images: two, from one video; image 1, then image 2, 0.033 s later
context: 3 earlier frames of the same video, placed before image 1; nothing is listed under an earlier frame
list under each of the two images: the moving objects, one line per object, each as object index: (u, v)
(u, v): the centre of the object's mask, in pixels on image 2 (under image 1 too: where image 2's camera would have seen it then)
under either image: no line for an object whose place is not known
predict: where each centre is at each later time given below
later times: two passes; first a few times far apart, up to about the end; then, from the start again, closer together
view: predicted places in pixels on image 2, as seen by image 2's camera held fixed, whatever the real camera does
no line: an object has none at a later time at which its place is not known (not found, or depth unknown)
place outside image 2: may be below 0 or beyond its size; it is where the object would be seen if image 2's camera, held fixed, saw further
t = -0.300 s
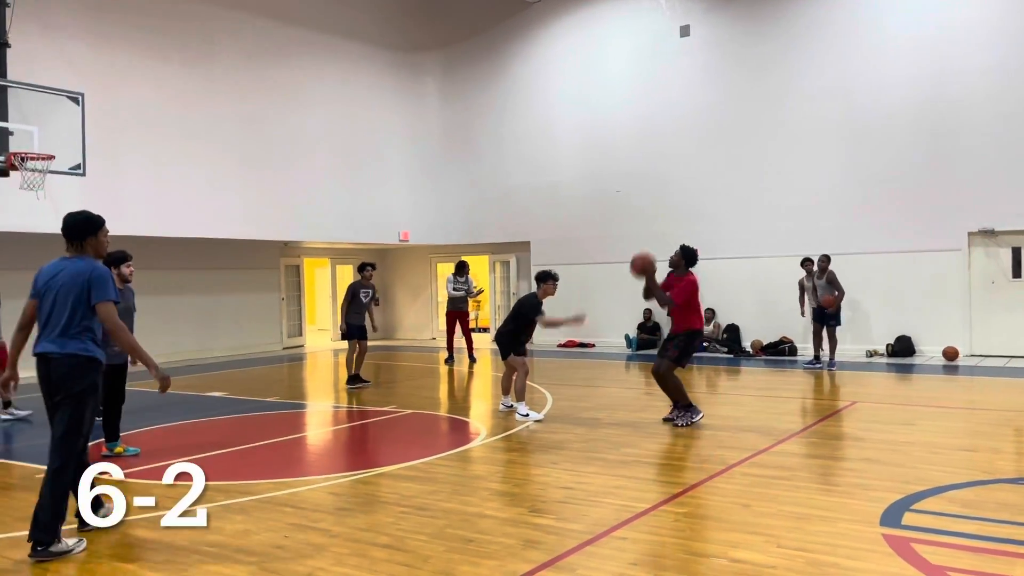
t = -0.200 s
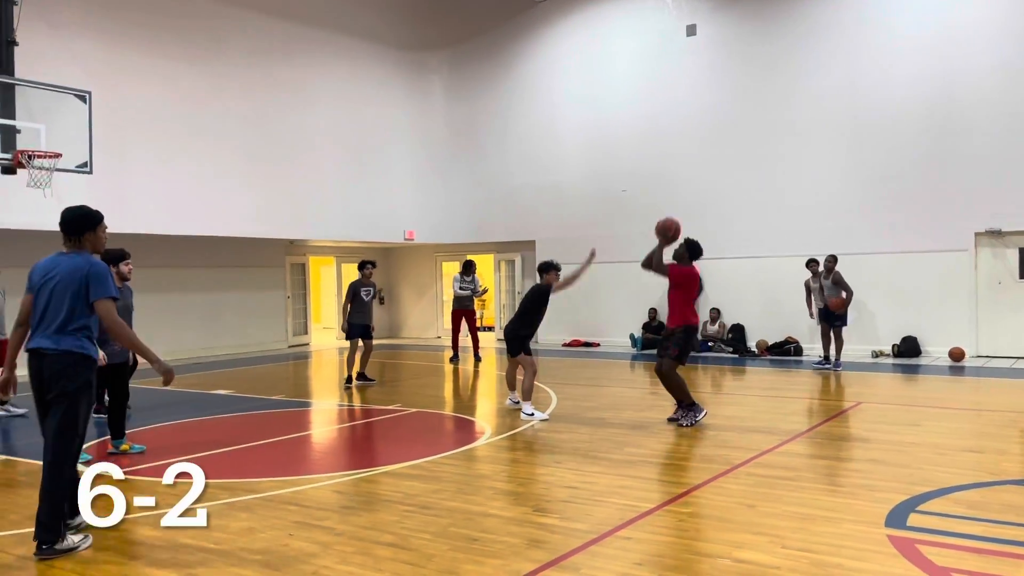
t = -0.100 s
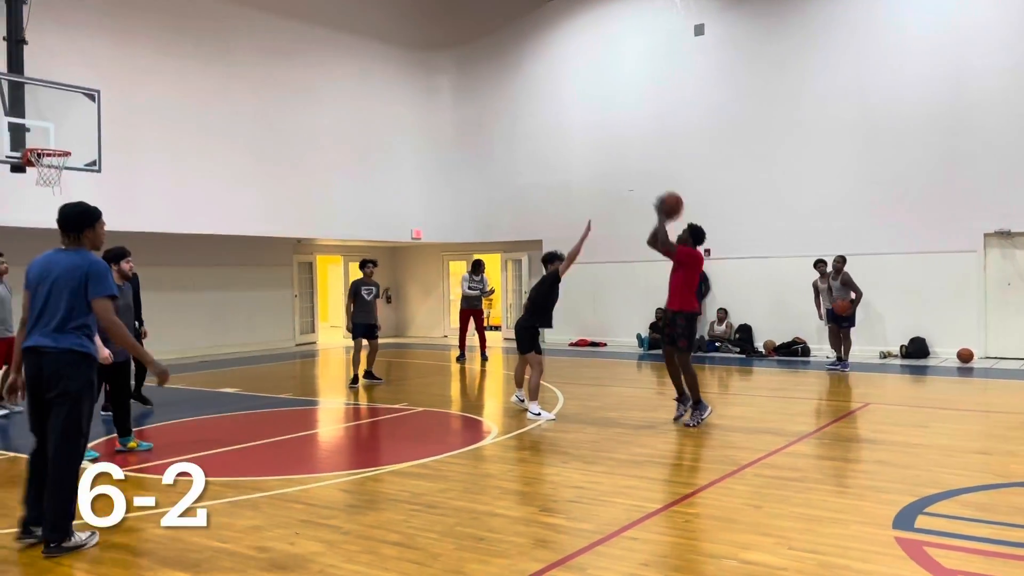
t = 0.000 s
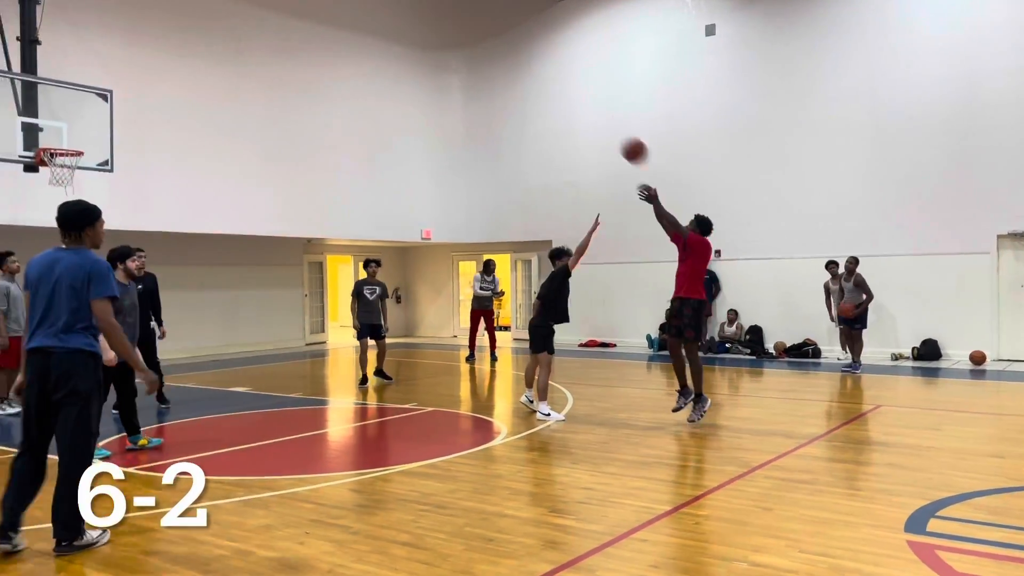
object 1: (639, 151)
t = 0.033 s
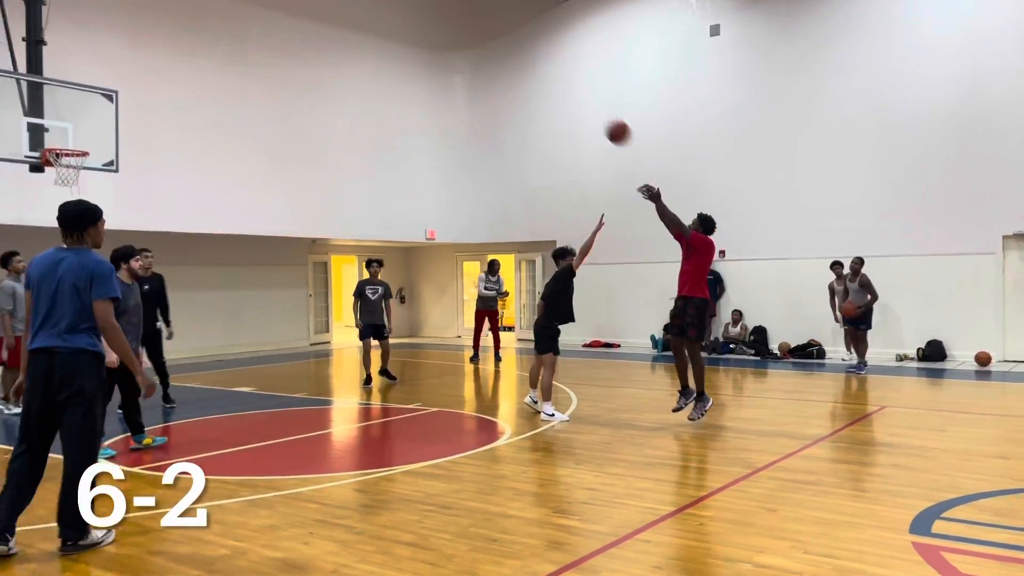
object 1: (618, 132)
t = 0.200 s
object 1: (521, 59)
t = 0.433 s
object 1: (401, 10)
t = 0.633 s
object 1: (312, 8)
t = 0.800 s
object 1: (242, 30)
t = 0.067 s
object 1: (597, 115)
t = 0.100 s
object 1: (578, 99)
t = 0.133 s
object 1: (558, 84)
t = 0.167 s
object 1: (539, 71)
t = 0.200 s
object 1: (521, 59)
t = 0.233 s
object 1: (502, 49)
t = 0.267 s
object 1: (485, 39)
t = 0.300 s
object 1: (468, 31)
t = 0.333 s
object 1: (449, 21)
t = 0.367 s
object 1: (434, 18)
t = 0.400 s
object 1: (417, 14)
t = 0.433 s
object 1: (401, 10)
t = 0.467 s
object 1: (385, 7)
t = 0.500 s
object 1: (371, 6)
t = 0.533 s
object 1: (355, 4)
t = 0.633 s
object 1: (312, 8)
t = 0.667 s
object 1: (297, 10)
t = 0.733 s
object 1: (269, 18)
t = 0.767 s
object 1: (255, 24)
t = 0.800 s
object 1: (242, 30)
